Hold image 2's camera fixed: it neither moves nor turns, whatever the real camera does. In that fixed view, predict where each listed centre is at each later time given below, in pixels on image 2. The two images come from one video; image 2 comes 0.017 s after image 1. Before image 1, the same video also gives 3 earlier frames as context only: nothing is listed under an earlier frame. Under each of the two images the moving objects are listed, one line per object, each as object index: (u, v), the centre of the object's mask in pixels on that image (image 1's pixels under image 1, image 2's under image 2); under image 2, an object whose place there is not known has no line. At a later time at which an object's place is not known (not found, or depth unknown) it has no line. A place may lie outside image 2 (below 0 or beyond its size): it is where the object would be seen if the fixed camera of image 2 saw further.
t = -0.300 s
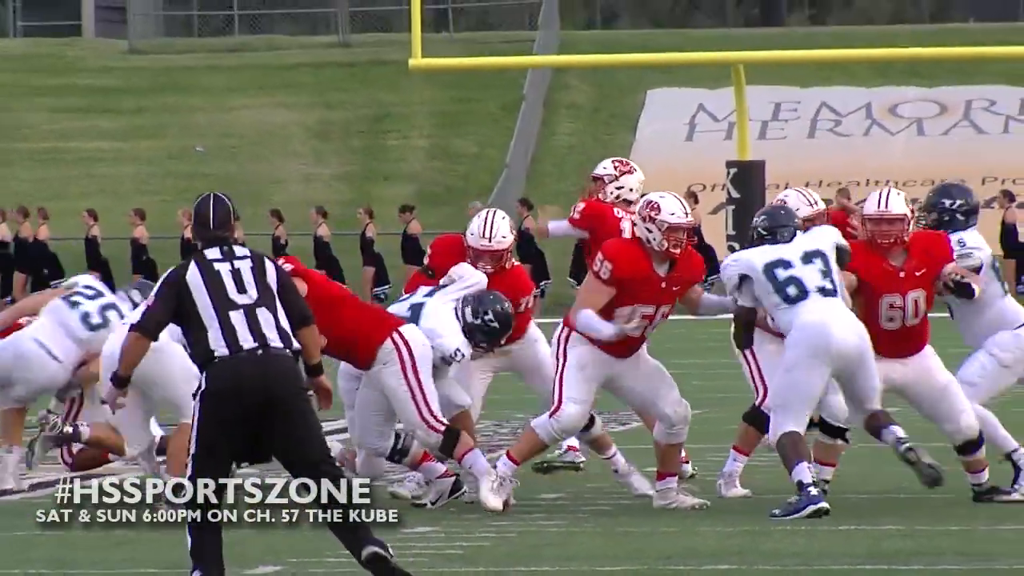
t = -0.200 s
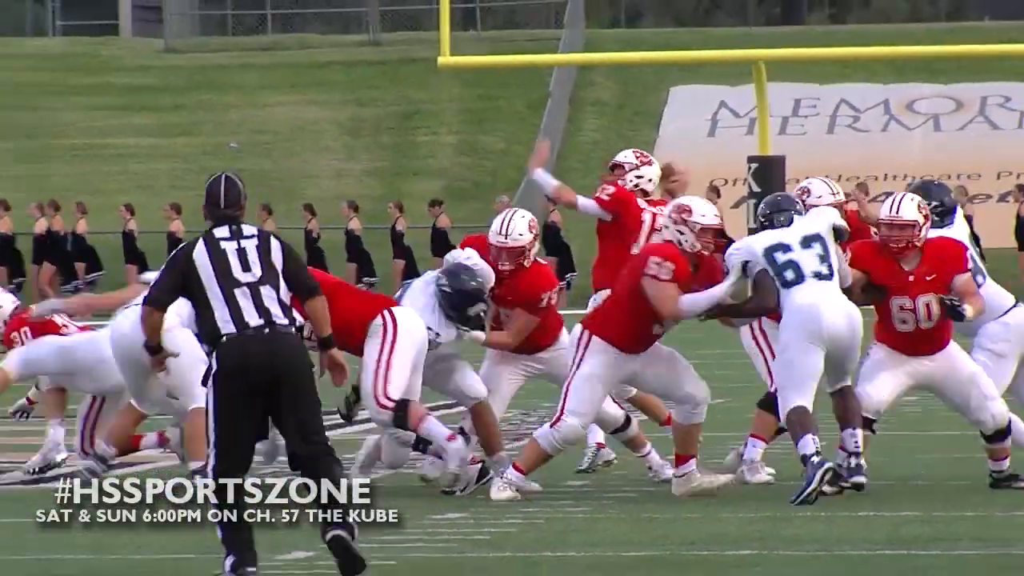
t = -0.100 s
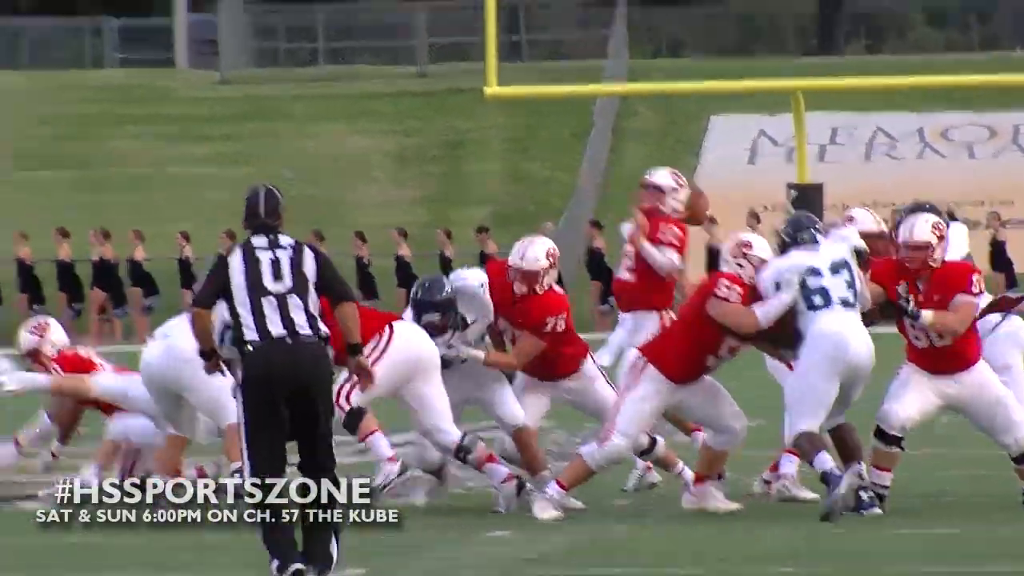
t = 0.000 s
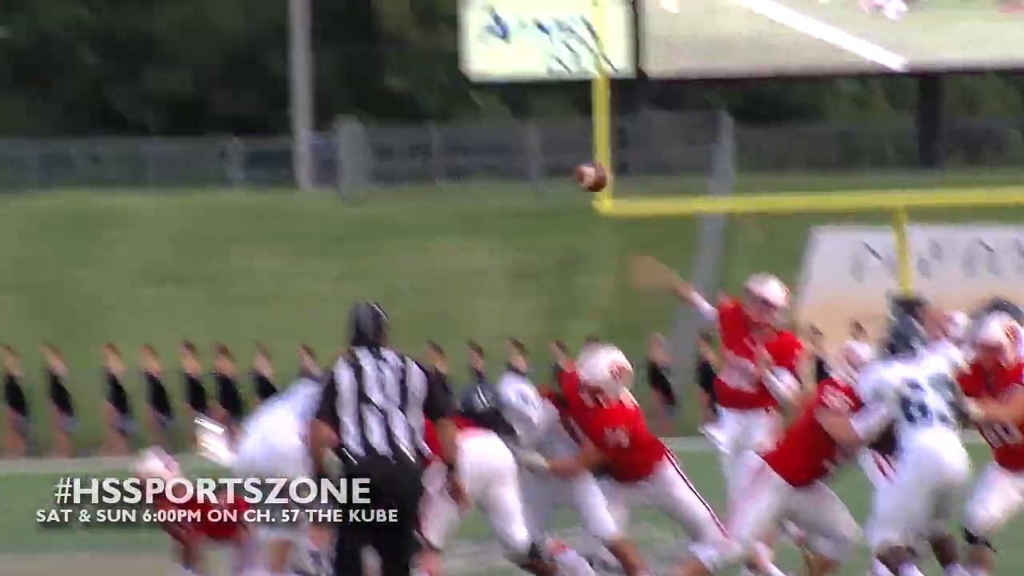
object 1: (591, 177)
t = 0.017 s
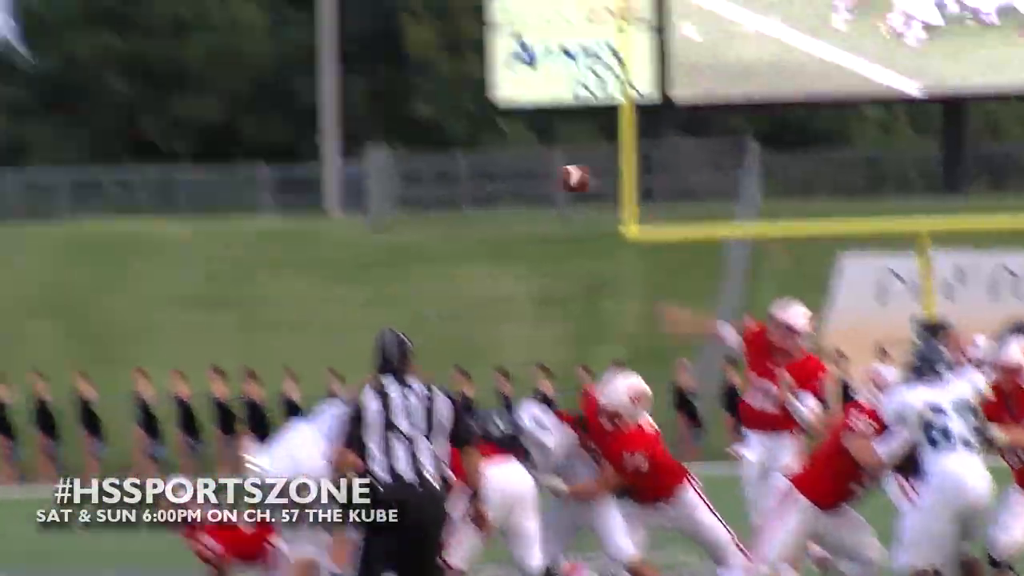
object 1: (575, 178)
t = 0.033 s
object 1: (533, 154)
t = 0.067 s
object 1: (446, 104)
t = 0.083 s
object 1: (402, 81)
